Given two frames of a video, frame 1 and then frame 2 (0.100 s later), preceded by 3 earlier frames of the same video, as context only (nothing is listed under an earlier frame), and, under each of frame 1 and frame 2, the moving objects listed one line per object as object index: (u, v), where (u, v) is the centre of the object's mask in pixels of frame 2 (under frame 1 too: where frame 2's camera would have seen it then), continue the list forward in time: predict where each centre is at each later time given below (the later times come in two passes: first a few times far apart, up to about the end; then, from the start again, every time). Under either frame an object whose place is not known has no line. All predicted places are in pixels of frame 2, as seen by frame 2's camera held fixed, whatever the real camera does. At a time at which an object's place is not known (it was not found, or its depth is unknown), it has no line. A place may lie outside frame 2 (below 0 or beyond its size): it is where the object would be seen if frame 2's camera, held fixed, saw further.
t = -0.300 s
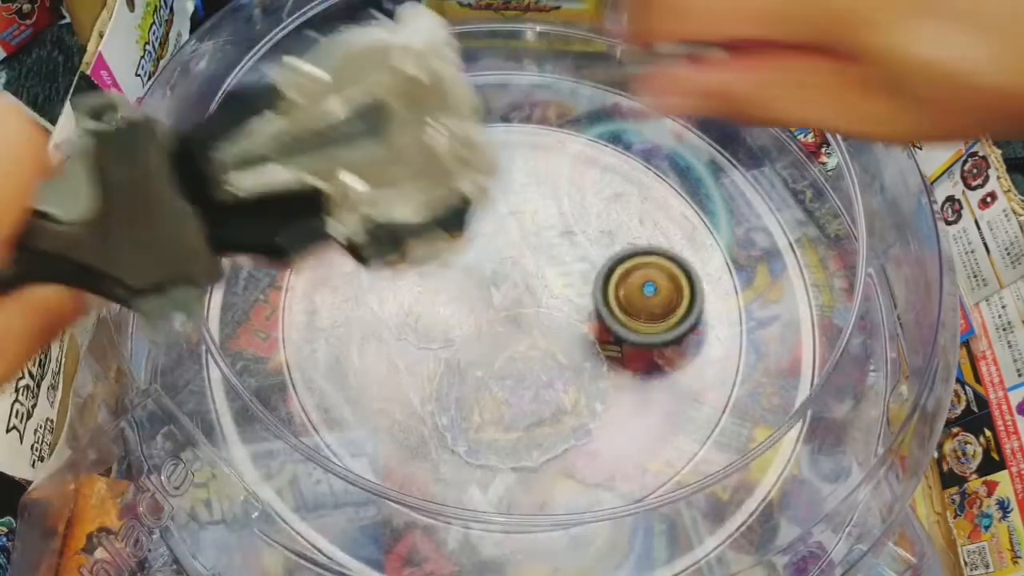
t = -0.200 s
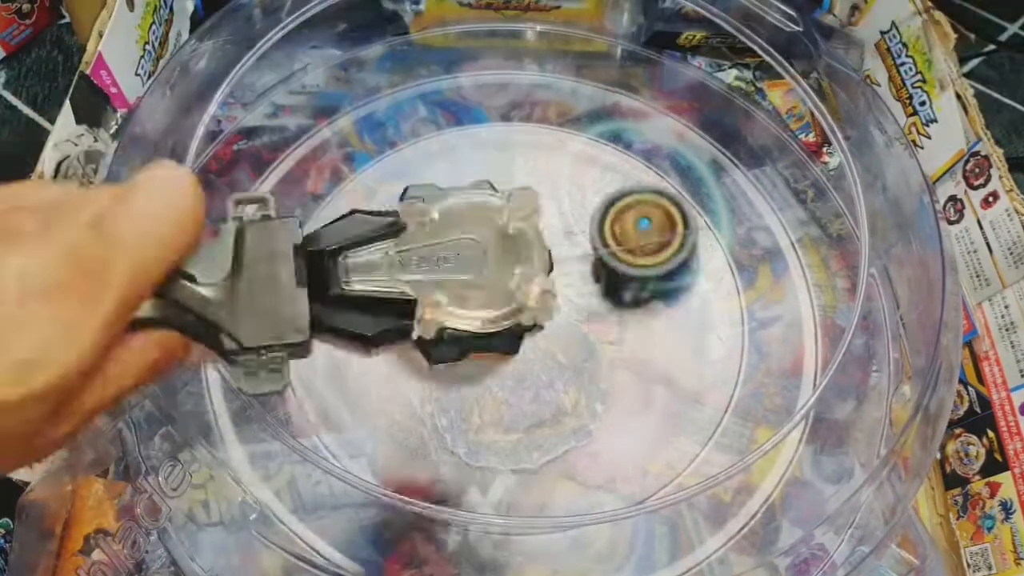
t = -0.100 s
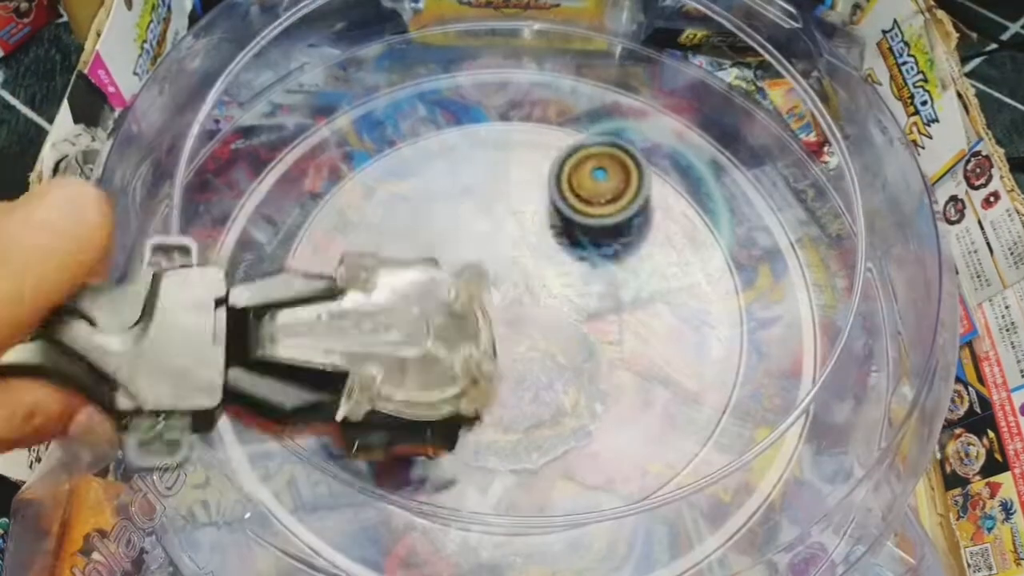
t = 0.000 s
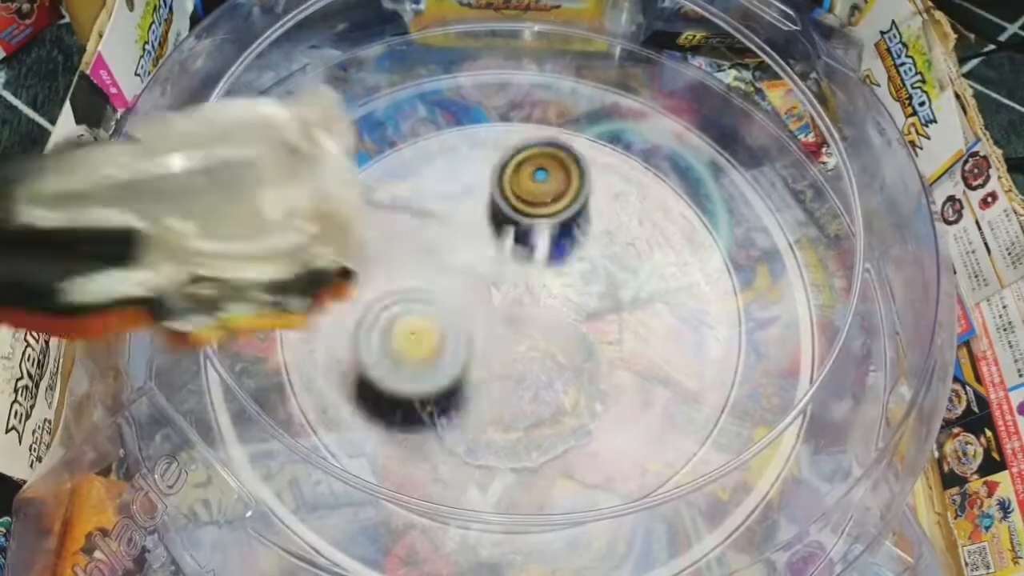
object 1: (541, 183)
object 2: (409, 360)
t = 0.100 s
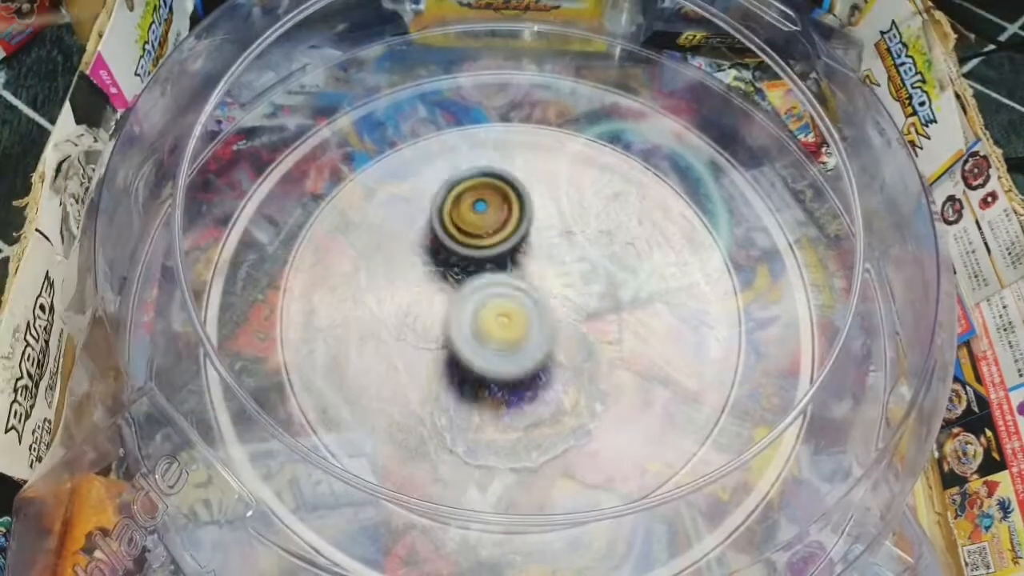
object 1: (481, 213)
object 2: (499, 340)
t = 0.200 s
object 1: (451, 208)
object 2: (578, 366)
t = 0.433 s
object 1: (481, 367)
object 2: (713, 271)
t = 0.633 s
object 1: (614, 363)
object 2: (611, 124)
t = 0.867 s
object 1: (643, 251)
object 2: (493, 66)
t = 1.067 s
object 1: (550, 213)
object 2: (465, 89)
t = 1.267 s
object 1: (472, 286)
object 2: (489, 131)
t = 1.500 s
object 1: (564, 378)
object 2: (455, 333)
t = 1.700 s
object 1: (678, 326)
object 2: (593, 437)
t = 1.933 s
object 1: (613, 240)
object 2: (804, 253)
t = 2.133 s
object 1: (500, 258)
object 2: (762, 167)
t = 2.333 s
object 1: (478, 370)
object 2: (679, 132)
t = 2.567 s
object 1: (613, 394)
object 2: (570, 167)
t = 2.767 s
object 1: (631, 312)
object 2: (385, 294)
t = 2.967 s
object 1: (521, 262)
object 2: (525, 526)
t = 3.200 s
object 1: (443, 348)
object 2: (787, 528)
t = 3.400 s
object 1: (521, 412)
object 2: (857, 421)
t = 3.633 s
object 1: (592, 344)
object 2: (848, 274)
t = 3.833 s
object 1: (527, 274)
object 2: (777, 194)
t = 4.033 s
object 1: (431, 311)
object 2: (638, 156)
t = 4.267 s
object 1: (470, 382)
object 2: (392, 197)
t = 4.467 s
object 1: (548, 349)
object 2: (311, 409)
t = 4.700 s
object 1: (502, 268)
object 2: (504, 552)
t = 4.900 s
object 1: (429, 288)
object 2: (593, 539)
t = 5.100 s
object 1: (451, 346)
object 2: (655, 523)
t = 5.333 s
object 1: (531, 316)
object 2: (715, 441)
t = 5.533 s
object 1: (503, 254)
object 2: (697, 290)
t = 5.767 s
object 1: (438, 283)
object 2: (498, 181)
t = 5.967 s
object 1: (490, 322)
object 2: (341, 296)
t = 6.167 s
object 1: (535, 286)
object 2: (437, 438)
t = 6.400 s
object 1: (492, 240)
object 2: (641, 352)
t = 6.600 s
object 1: (460, 286)
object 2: (560, 204)
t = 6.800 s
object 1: (519, 317)
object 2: (394, 227)
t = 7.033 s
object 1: (562, 257)
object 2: (451, 416)
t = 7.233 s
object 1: (508, 236)
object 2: (617, 357)
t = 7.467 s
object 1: (492, 303)
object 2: (563, 206)
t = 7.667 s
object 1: (557, 309)
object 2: (413, 225)
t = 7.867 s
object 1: (560, 266)
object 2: (429, 369)
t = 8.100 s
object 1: (510, 288)
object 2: (611, 357)
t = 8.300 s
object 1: (544, 322)
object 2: (608, 245)
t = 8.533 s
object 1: (571, 293)
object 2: (449, 241)
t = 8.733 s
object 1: (534, 288)
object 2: (448, 370)
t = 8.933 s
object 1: (532, 302)
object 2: (581, 408)
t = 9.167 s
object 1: (528, 310)
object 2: (642, 322)
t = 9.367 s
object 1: (515, 323)
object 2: (566, 242)
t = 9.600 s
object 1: (523, 350)
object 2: (425, 289)
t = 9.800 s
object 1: (564, 344)
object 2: (433, 377)
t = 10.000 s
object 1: (617, 272)
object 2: (484, 410)
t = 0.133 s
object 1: (474, 209)
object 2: (515, 348)
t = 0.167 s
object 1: (462, 204)
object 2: (547, 360)
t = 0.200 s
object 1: (451, 208)
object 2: (578, 366)
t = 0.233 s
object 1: (443, 217)
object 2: (611, 363)
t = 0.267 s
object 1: (436, 233)
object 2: (643, 361)
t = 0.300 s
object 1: (433, 256)
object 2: (669, 350)
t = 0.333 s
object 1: (434, 283)
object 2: (687, 336)
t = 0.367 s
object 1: (443, 314)
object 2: (702, 318)
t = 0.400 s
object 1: (459, 345)
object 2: (711, 293)
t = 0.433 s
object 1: (481, 367)
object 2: (713, 271)
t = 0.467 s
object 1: (506, 382)
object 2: (709, 247)
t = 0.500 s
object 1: (533, 388)
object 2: (699, 218)
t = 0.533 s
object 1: (558, 389)
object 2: (685, 192)
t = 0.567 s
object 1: (581, 383)
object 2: (663, 168)
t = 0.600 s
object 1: (600, 374)
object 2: (635, 144)
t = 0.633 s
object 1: (614, 363)
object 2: (611, 124)
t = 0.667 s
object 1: (626, 349)
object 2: (590, 104)
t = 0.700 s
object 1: (636, 334)
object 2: (574, 84)
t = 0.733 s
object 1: (643, 317)
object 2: (565, 61)
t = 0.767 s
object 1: (649, 300)
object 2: (552, 54)
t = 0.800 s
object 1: (650, 283)
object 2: (534, 56)
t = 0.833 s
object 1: (648, 266)
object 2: (513, 61)
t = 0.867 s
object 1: (643, 251)
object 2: (493, 66)
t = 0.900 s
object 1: (634, 238)
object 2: (480, 72)
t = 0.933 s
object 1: (617, 222)
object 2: (467, 78)
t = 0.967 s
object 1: (604, 214)
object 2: (462, 81)
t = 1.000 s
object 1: (587, 209)
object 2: (461, 83)
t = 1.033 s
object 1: (578, 209)
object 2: (461, 85)
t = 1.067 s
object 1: (550, 213)
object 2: (465, 89)
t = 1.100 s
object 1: (532, 219)
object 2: (470, 93)
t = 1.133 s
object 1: (522, 224)
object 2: (473, 95)
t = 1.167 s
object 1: (505, 235)
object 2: (480, 98)
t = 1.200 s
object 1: (490, 250)
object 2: (487, 103)
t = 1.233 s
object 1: (478, 267)
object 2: (490, 116)
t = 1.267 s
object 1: (472, 286)
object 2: (489, 131)
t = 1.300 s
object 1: (471, 306)
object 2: (486, 152)
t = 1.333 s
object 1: (476, 327)
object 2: (481, 170)
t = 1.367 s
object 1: (486, 344)
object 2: (471, 197)
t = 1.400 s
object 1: (502, 359)
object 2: (463, 225)
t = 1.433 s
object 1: (520, 371)
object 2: (454, 262)
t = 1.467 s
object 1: (543, 376)
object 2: (450, 290)
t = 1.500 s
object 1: (564, 378)
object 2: (455, 333)
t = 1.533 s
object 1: (591, 378)
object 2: (465, 366)
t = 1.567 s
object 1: (618, 374)
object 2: (479, 391)
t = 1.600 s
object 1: (640, 366)
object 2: (498, 410)
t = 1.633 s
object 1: (658, 354)
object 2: (525, 425)
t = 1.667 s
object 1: (670, 340)
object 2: (558, 435)
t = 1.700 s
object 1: (678, 326)
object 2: (593, 437)
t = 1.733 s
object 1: (681, 311)
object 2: (629, 428)
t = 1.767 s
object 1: (680, 296)
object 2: (665, 409)
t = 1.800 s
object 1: (675, 282)
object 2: (701, 388)
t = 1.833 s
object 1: (666, 270)
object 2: (730, 371)
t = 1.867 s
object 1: (654, 259)
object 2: (756, 326)
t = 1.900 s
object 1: (631, 246)
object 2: (785, 282)
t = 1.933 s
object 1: (613, 240)
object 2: (804, 253)
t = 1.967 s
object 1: (594, 236)
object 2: (809, 224)
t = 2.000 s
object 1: (584, 235)
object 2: (809, 215)
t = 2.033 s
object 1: (563, 235)
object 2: (809, 195)
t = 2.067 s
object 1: (541, 240)
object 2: (795, 184)
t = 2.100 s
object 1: (520, 247)
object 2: (777, 177)
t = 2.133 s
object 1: (500, 258)
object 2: (762, 167)
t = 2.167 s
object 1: (484, 273)
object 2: (741, 157)
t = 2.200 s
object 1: (472, 291)
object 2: (720, 150)
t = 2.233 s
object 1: (465, 311)
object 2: (703, 151)
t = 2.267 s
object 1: (463, 331)
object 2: (692, 147)
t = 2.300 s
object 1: (468, 351)
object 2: (685, 145)
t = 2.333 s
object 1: (478, 370)
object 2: (679, 132)
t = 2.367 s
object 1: (494, 386)
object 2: (669, 130)
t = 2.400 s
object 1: (514, 398)
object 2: (660, 131)
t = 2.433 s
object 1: (536, 405)
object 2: (648, 131)
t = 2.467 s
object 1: (557, 407)
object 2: (636, 147)
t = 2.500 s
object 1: (578, 407)
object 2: (620, 153)
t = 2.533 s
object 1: (598, 402)
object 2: (598, 161)
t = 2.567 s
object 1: (613, 394)
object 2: (570, 167)
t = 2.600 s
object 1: (625, 383)
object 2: (539, 178)
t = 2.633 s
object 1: (634, 370)
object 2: (505, 190)
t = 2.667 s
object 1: (639, 356)
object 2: (471, 208)
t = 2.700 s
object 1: (641, 341)
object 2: (437, 233)
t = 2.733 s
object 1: (637, 326)
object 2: (407, 260)
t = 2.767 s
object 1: (631, 312)
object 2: (385, 294)
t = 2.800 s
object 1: (622, 298)
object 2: (373, 331)
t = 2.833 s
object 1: (609, 287)
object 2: (373, 370)
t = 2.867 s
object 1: (593, 276)
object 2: (386, 414)
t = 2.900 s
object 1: (575, 270)
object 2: (411, 445)
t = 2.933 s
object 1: (542, 263)
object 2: (469, 508)
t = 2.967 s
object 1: (521, 262)
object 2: (525, 526)
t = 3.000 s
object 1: (511, 264)
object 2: (558, 531)
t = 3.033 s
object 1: (491, 271)
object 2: (612, 548)
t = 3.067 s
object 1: (473, 281)
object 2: (653, 549)
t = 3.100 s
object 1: (458, 296)
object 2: (691, 542)
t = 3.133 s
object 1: (448, 311)
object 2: (730, 538)
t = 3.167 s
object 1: (443, 330)
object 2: (760, 534)
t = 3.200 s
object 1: (443, 348)
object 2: (787, 528)
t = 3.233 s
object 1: (448, 367)
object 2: (805, 517)
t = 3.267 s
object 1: (458, 382)
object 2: (815, 500)
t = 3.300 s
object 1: (471, 394)
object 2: (832, 480)
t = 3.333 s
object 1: (487, 404)
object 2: (843, 461)
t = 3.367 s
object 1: (504, 410)
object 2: (853, 444)
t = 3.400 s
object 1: (521, 412)
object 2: (857, 421)
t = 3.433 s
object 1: (538, 409)
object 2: (859, 396)
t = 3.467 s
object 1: (553, 403)
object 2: (862, 376)
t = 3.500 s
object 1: (565, 394)
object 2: (865, 356)
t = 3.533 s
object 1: (577, 384)
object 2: (864, 332)
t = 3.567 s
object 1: (585, 372)
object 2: (860, 311)
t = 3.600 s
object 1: (590, 358)
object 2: (854, 291)
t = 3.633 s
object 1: (592, 344)
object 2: (848, 274)
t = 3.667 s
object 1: (589, 331)
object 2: (839, 256)
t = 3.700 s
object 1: (582, 316)
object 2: (830, 242)
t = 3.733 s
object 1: (573, 302)
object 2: (816, 228)
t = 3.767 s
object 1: (561, 288)
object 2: (808, 215)
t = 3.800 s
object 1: (544, 280)
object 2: (796, 203)
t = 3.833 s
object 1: (527, 274)
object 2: (777, 194)
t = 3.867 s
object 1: (509, 272)
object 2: (755, 180)
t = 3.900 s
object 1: (490, 273)
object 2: (733, 170)
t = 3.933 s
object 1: (474, 276)
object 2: (709, 171)
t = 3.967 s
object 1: (457, 284)
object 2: (689, 166)
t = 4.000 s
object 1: (439, 299)
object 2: (662, 160)
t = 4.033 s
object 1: (431, 311)
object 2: (638, 156)
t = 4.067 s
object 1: (429, 318)
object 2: (625, 157)
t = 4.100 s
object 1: (428, 331)
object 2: (592, 156)
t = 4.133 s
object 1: (431, 344)
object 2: (557, 153)
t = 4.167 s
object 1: (437, 357)
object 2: (516, 158)
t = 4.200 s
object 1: (446, 368)
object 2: (473, 162)
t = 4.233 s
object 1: (457, 376)
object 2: (432, 176)
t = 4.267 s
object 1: (470, 382)
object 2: (392, 197)
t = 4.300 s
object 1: (484, 384)
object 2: (359, 220)
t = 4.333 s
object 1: (500, 383)
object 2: (330, 253)
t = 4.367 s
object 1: (515, 379)
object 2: (308, 282)
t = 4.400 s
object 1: (528, 373)
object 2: (297, 319)
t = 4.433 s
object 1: (540, 362)
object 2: (298, 363)
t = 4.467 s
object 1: (548, 349)
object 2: (311, 409)
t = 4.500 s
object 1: (551, 336)
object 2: (340, 453)
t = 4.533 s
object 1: (551, 320)
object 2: (377, 496)
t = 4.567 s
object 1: (548, 306)
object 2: (411, 519)
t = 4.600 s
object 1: (540, 292)
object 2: (440, 534)
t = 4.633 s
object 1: (529, 282)
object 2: (466, 540)
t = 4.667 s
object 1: (516, 275)
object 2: (488, 551)
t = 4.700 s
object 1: (502, 268)
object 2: (504, 552)
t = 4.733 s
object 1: (488, 265)
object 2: (522, 552)
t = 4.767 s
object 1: (474, 263)
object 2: (538, 552)
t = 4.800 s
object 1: (460, 267)
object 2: (549, 553)
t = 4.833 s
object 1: (447, 270)
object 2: (568, 552)
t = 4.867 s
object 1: (436, 279)
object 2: (581, 541)
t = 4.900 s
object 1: (429, 288)
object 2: (593, 539)
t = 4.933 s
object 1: (423, 302)
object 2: (606, 538)
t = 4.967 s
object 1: (423, 314)
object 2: (617, 534)
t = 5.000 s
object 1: (427, 324)
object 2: (628, 531)
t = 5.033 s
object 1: (431, 330)
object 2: (633, 529)
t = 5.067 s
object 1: (440, 338)
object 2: (644, 525)
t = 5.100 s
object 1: (451, 346)
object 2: (655, 523)
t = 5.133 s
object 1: (464, 350)
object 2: (666, 516)
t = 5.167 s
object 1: (479, 352)
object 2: (673, 510)
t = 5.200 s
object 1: (492, 350)
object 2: (681, 503)
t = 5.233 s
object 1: (505, 344)
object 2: (692, 482)
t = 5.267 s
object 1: (517, 338)
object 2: (701, 468)
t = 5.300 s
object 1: (526, 328)
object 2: (709, 453)
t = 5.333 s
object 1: (531, 316)
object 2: (715, 441)
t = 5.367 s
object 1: (534, 305)
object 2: (713, 420)
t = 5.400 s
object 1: (533, 294)
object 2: (719, 405)
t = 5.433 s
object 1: (529, 283)
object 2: (720, 387)
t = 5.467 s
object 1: (522, 271)
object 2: (711, 363)
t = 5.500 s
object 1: (514, 262)
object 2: (706, 332)
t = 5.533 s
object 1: (503, 254)
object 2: (697, 290)
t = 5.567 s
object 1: (491, 250)
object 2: (680, 266)
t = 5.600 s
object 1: (478, 248)
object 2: (657, 246)
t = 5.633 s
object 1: (465, 250)
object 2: (630, 215)
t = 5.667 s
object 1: (454, 255)
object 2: (601, 205)
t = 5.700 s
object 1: (446, 262)
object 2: (567, 195)
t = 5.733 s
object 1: (440, 272)
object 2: (533, 185)
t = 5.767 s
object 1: (438, 283)
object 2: (498, 181)
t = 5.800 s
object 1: (440, 293)
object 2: (464, 181)
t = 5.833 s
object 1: (446, 301)
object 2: (432, 193)
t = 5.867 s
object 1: (453, 310)
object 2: (402, 207)
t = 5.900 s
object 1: (463, 317)
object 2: (378, 226)
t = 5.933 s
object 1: (473, 321)
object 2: (358, 252)
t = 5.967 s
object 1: (490, 322)
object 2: (341, 296)
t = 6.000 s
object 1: (502, 321)
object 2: (340, 327)
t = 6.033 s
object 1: (507, 319)
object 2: (342, 345)
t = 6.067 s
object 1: (517, 314)
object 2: (353, 370)
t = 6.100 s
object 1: (526, 305)
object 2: (375, 392)
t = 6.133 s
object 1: (532, 296)
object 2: (404, 422)
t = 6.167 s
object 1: (535, 286)
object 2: (437, 438)
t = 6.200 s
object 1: (535, 276)
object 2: (475, 445)
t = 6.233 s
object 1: (534, 266)
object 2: (512, 447)
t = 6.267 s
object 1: (529, 256)
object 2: (549, 444)
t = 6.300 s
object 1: (522, 248)
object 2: (581, 421)
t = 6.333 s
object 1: (512, 242)
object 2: (608, 409)
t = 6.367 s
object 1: (502, 239)
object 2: (630, 368)
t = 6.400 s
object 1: (492, 240)
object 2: (641, 352)
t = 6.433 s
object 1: (482, 243)
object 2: (644, 322)
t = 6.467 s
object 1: (473, 249)
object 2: (641, 276)
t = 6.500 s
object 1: (465, 256)
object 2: (628, 258)
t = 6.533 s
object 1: (461, 266)
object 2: (611, 240)
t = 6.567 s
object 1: (459, 275)
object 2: (587, 219)
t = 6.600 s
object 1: (460, 286)
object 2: (560, 204)
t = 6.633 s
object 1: (464, 297)
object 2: (531, 195)
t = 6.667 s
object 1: (471, 306)
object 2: (498, 190)
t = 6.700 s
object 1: (482, 314)
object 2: (469, 189)
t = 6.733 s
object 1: (494, 318)
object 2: (439, 197)
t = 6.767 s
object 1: (507, 319)
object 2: (414, 211)
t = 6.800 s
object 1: (519, 317)
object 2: (394, 227)
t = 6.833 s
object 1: (532, 314)
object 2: (378, 251)
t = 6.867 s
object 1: (544, 309)
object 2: (368, 278)
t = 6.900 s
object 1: (556, 299)
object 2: (365, 323)
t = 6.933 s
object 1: (561, 290)
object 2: (374, 351)
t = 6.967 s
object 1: (564, 278)
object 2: (394, 376)
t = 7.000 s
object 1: (565, 273)
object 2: (405, 388)
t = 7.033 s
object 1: (562, 257)
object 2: (451, 416)
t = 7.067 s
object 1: (556, 248)
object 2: (484, 425)
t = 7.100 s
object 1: (548, 240)
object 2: (520, 425)
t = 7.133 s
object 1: (542, 237)
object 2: (537, 419)
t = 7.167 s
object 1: (532, 233)
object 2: (570, 405)
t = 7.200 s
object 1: (520, 233)
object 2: (597, 382)
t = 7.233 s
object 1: (508, 236)
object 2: (617, 357)
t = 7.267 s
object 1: (497, 241)
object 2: (629, 340)
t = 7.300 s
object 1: (487, 250)
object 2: (636, 313)
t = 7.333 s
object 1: (482, 261)
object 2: (633, 288)
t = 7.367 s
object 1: (479, 272)
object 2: (622, 257)
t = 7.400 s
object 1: (480, 283)
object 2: (608, 239)
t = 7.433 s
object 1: (485, 294)
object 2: (587, 221)
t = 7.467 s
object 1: (492, 303)
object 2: (563, 206)
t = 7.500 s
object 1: (502, 309)
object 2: (536, 197)
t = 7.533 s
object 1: (513, 314)
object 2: (508, 191)
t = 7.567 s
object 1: (525, 317)
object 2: (481, 192)
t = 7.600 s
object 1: (537, 317)
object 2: (457, 200)
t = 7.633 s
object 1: (547, 314)
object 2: (433, 211)
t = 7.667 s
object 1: (557, 309)
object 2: (413, 225)
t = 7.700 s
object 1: (563, 303)
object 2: (402, 246)
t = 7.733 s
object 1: (568, 295)
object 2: (394, 267)
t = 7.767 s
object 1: (569, 287)
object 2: (392, 294)
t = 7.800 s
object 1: (569, 279)
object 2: (398, 320)
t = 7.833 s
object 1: (566, 272)
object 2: (410, 343)
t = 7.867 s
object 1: (560, 266)
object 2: (429, 369)
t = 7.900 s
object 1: (552, 262)
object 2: (453, 389)
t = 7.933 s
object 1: (543, 261)
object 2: (484, 397)
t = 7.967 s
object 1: (528, 262)
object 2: (529, 399)
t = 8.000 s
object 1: (520, 267)
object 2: (556, 395)
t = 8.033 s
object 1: (514, 275)
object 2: (581, 383)
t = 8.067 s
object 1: (512, 279)
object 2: (592, 376)
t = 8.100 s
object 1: (510, 288)
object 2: (611, 357)
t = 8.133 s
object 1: (511, 298)
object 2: (621, 340)
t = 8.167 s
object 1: (515, 306)
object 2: (631, 324)
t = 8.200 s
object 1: (520, 312)
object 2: (632, 304)
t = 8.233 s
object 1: (528, 318)
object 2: (625, 278)
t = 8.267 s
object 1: (536, 321)
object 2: (619, 257)
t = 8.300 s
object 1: (544, 322)
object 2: (608, 245)
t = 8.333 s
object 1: (551, 322)
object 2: (590, 231)
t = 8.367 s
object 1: (558, 319)
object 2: (567, 218)
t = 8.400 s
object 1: (565, 316)
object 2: (546, 213)
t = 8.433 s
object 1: (570, 311)
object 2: (521, 214)
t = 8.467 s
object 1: (572, 305)
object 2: (496, 218)
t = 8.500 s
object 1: (573, 299)
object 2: (472, 226)
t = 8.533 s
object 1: (571, 293)
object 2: (449, 241)
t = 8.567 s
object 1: (567, 288)
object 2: (433, 256)
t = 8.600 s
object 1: (561, 284)
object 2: (423, 275)
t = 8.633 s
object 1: (556, 282)
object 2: (419, 297)
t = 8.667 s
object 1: (549, 281)
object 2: (421, 324)
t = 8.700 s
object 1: (541, 285)
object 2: (432, 349)
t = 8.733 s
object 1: (534, 288)
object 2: (448, 370)
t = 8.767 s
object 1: (531, 290)
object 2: (465, 391)
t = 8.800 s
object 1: (531, 291)
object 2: (486, 407)
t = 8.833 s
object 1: (531, 295)
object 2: (507, 417)
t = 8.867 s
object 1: (531, 300)
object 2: (540, 416)
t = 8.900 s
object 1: (532, 303)
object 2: (561, 409)
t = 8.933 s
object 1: (532, 302)
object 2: (581, 408)
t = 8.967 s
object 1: (533, 303)
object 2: (602, 392)
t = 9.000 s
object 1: (533, 305)
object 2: (616, 380)
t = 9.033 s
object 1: (533, 306)
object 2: (630, 362)
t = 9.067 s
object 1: (532, 307)
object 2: (633, 362)
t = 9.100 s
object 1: (530, 307)
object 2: (643, 350)
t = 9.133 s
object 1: (529, 308)
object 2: (645, 338)
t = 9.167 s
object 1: (528, 310)
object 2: (642, 322)
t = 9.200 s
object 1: (525, 312)
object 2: (639, 304)
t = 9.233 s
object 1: (524, 313)
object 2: (630, 290)
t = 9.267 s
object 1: (521, 317)
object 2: (616, 263)
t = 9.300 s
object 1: (519, 319)
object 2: (602, 257)
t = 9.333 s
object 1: (517, 321)
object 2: (584, 249)
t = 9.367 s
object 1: (515, 323)
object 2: (566, 242)
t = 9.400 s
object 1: (514, 326)
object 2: (543, 235)
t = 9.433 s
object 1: (512, 330)
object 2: (520, 235)
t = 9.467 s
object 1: (512, 334)
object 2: (497, 238)
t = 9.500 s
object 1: (513, 337)
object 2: (473, 249)
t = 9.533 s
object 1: (514, 343)
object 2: (454, 259)
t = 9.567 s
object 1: (516, 345)
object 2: (438, 274)
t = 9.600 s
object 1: (523, 350)
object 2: (425, 289)
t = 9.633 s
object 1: (535, 356)
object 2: (408, 299)
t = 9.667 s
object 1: (542, 358)
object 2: (401, 313)
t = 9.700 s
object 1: (548, 357)
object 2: (401, 327)
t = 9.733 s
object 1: (554, 353)
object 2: (406, 344)
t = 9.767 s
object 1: (559, 348)
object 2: (418, 361)
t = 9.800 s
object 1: (564, 344)
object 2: (433, 377)
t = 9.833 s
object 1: (566, 338)
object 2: (454, 389)
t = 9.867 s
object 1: (588, 327)
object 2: (449, 398)
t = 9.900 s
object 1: (610, 310)
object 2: (449, 405)
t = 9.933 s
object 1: (623, 288)
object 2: (463, 412)
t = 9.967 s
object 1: (621, 276)
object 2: (475, 412)
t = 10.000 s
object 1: (617, 272)
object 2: (484, 410)
